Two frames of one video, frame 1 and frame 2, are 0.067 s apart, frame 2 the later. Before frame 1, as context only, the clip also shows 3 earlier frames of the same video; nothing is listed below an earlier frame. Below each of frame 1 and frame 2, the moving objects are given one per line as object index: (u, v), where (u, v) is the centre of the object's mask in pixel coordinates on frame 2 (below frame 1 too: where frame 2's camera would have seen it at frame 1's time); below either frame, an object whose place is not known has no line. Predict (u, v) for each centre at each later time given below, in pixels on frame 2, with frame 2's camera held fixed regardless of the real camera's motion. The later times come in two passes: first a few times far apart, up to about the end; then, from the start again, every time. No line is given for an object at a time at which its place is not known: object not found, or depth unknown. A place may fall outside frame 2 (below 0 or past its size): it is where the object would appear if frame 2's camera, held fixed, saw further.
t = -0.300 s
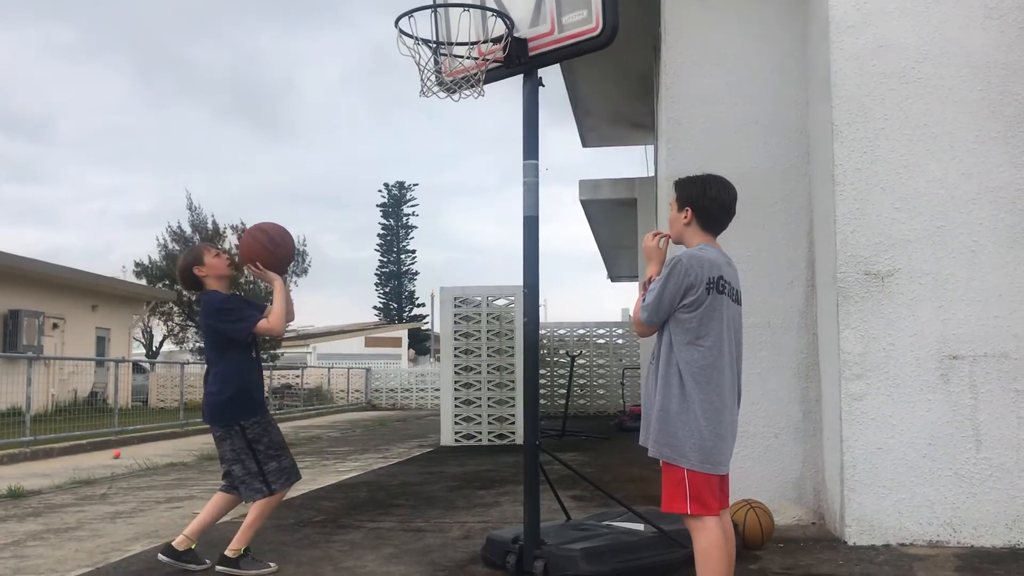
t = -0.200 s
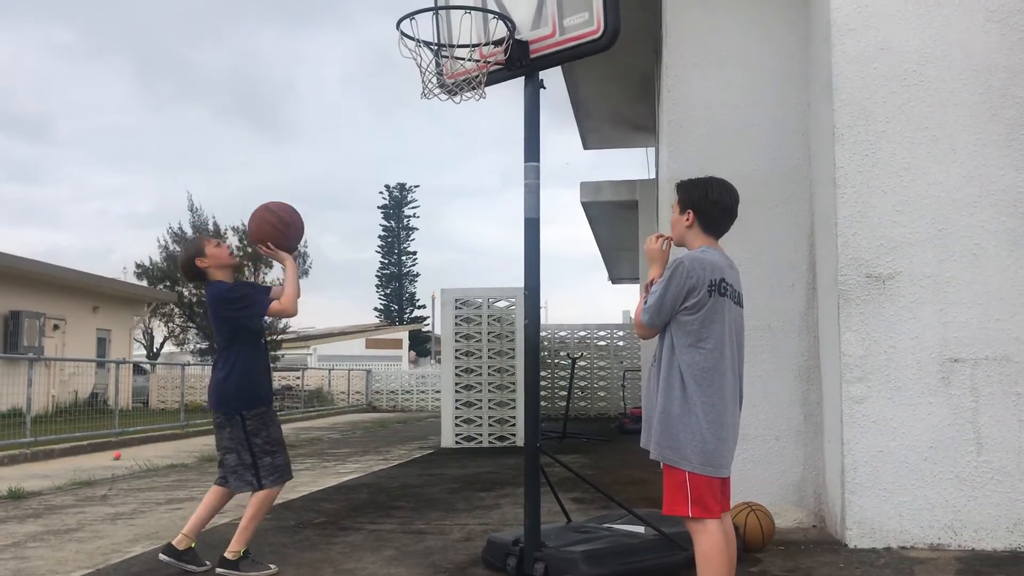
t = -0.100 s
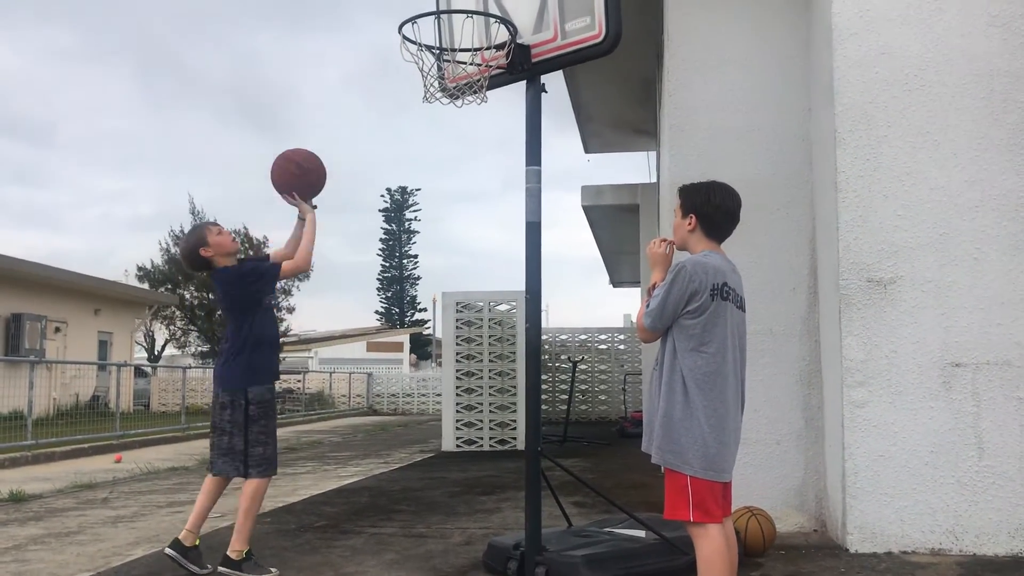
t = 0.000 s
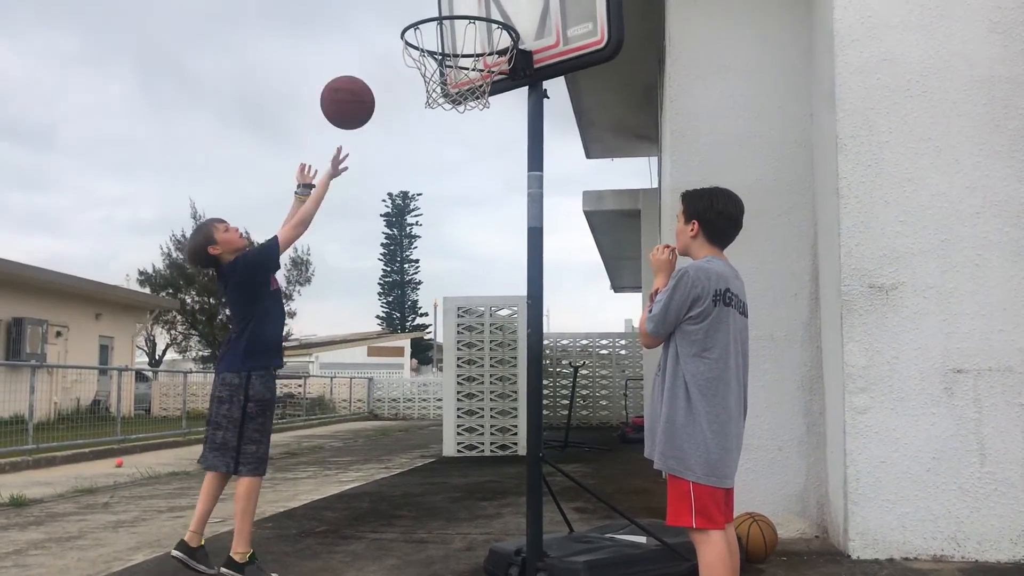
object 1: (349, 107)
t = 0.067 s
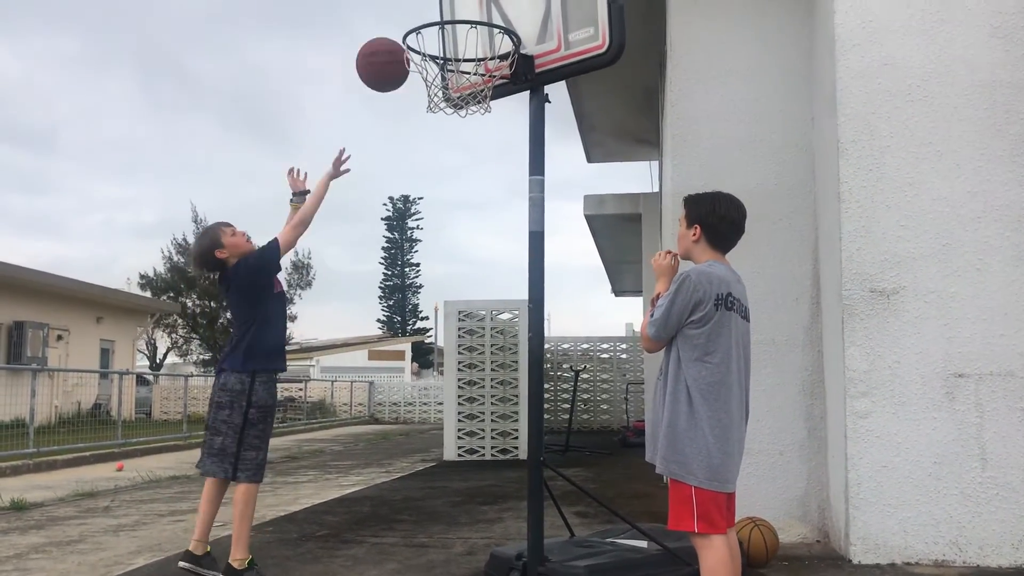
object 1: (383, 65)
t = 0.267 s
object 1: (446, 3)
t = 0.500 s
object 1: (435, 44)
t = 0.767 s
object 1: (484, 238)
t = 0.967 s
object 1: (521, 504)
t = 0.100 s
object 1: (399, 47)
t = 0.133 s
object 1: (417, 32)
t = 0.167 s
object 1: (433, 19)
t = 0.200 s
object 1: (448, 11)
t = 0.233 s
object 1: (448, 7)
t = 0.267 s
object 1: (446, 3)
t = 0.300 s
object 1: (444, 1)
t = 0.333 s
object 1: (442, 0)
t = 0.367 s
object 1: (441, 3)
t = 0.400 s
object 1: (439, 9)
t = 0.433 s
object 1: (437, 18)
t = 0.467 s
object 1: (435, 30)
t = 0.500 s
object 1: (435, 44)
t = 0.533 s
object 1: (441, 59)
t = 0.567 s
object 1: (448, 78)
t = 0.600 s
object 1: (453, 97)
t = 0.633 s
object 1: (460, 119)
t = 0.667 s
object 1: (466, 145)
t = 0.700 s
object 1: (472, 173)
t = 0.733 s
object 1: (478, 204)
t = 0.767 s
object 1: (484, 238)
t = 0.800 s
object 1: (491, 275)
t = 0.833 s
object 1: (497, 314)
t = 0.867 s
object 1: (503, 357)
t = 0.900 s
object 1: (509, 402)
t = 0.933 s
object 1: (515, 451)
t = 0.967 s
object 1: (521, 504)
